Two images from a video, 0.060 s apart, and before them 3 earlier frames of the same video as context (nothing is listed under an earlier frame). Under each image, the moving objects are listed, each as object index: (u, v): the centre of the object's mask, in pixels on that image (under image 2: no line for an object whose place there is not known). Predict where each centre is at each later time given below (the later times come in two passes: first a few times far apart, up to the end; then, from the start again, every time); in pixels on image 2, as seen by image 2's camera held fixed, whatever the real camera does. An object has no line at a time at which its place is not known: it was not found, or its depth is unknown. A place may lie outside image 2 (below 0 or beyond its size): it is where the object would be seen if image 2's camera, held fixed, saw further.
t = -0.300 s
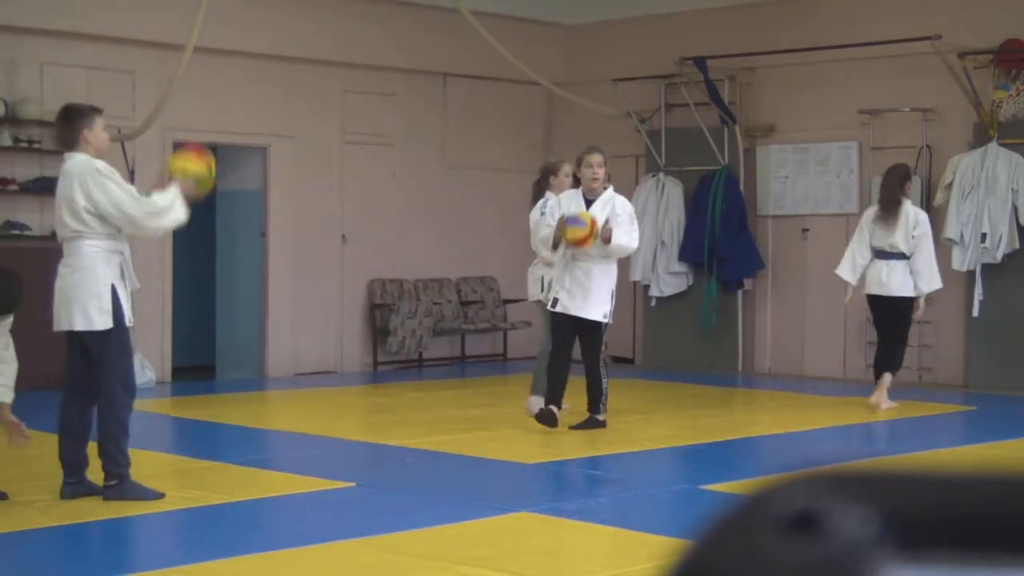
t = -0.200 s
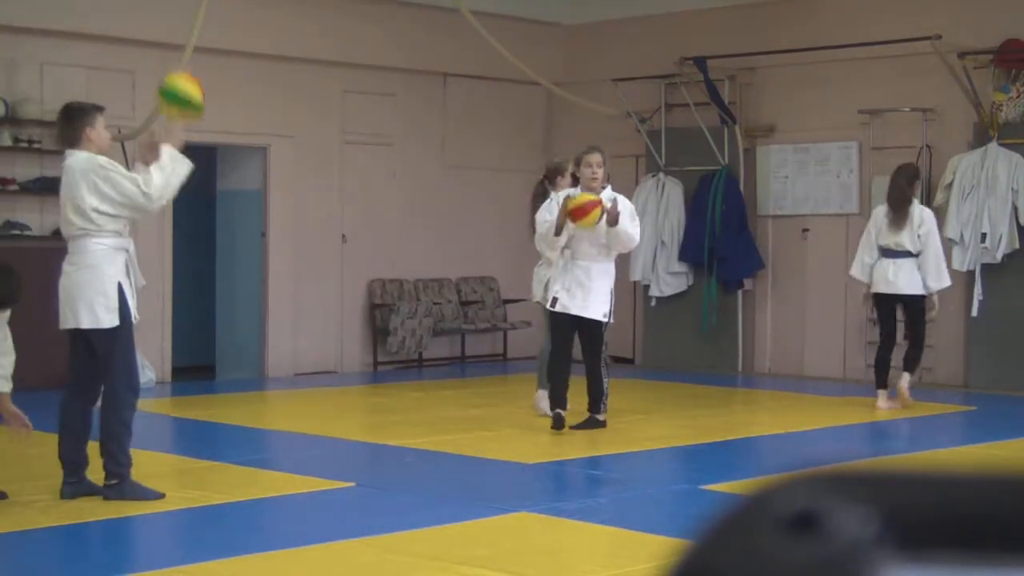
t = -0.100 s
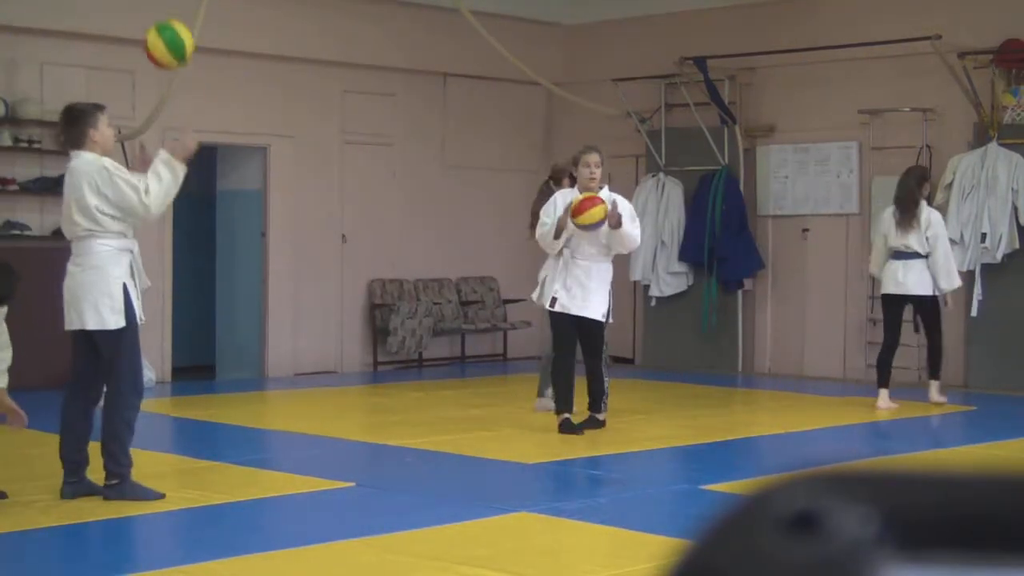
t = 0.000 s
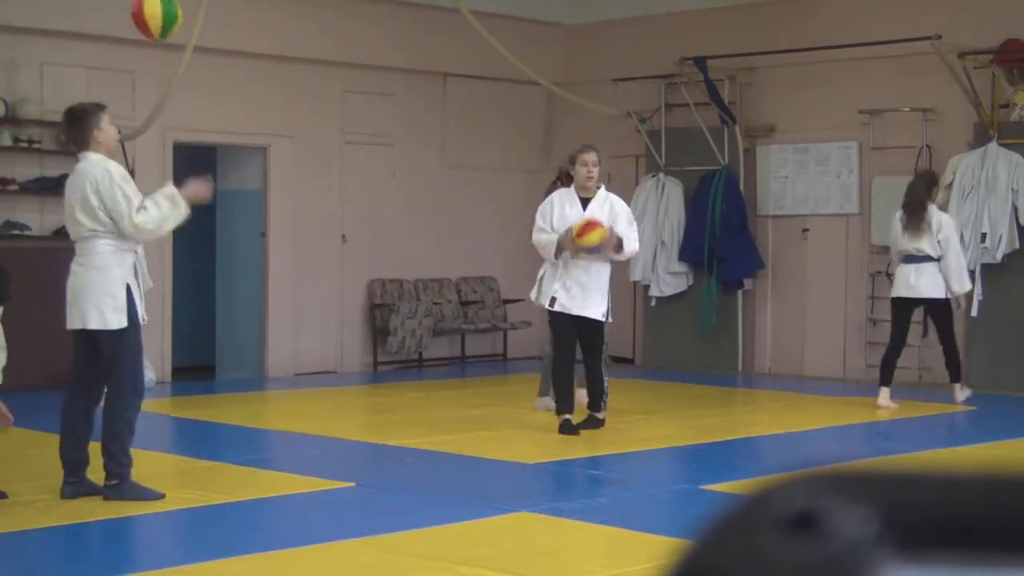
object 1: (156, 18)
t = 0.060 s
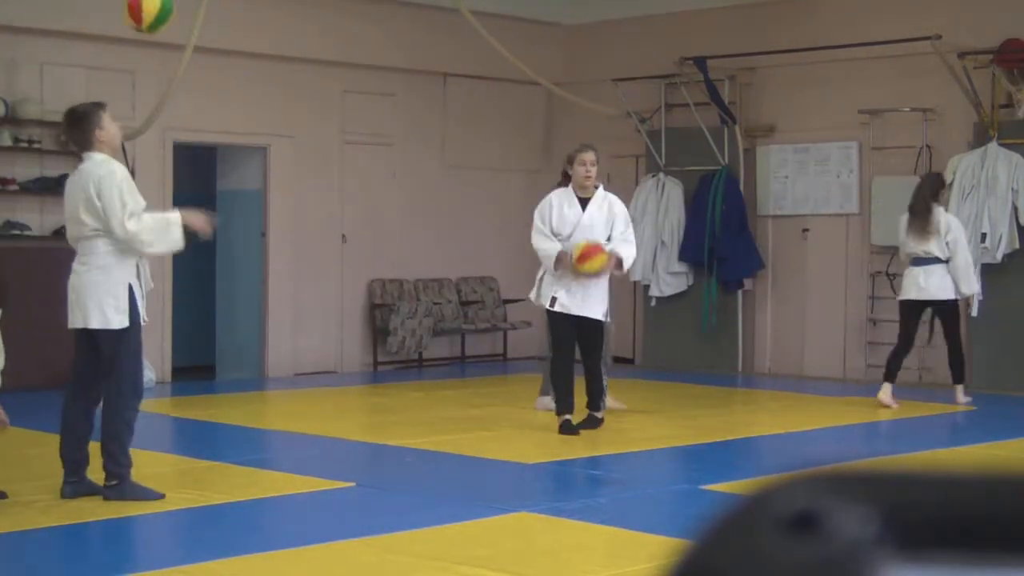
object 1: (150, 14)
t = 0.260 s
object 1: (122, 47)
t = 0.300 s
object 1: (117, 65)
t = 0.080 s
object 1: (145, 14)
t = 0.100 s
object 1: (144, 14)
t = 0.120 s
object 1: (141, 15)
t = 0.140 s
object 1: (138, 17)
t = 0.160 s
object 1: (135, 18)
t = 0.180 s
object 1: (133, 21)
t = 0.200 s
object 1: (130, 25)
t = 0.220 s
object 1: (127, 31)
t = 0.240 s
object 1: (125, 38)
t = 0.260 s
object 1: (122, 47)
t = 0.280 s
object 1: (119, 55)
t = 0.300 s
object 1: (117, 65)
